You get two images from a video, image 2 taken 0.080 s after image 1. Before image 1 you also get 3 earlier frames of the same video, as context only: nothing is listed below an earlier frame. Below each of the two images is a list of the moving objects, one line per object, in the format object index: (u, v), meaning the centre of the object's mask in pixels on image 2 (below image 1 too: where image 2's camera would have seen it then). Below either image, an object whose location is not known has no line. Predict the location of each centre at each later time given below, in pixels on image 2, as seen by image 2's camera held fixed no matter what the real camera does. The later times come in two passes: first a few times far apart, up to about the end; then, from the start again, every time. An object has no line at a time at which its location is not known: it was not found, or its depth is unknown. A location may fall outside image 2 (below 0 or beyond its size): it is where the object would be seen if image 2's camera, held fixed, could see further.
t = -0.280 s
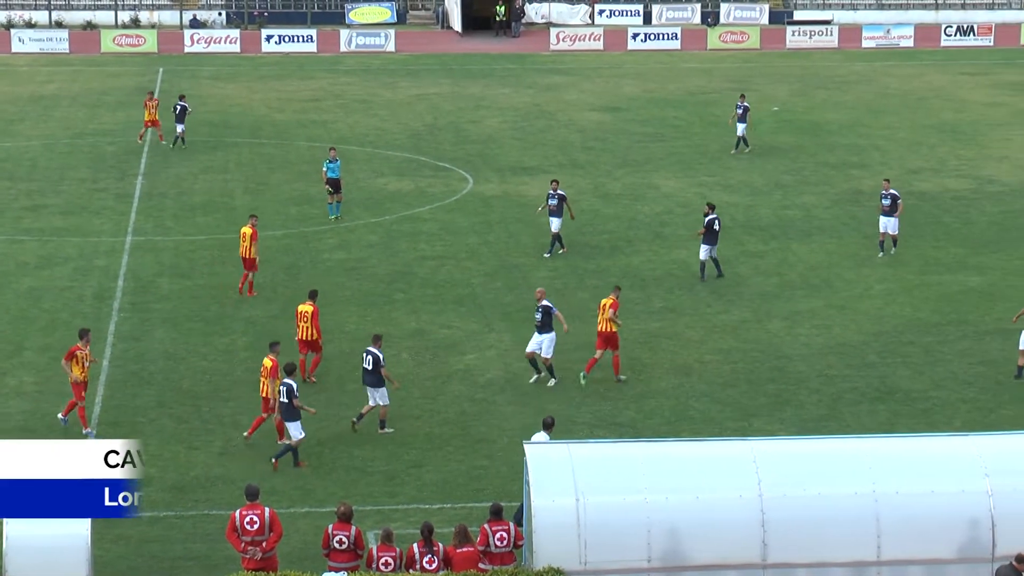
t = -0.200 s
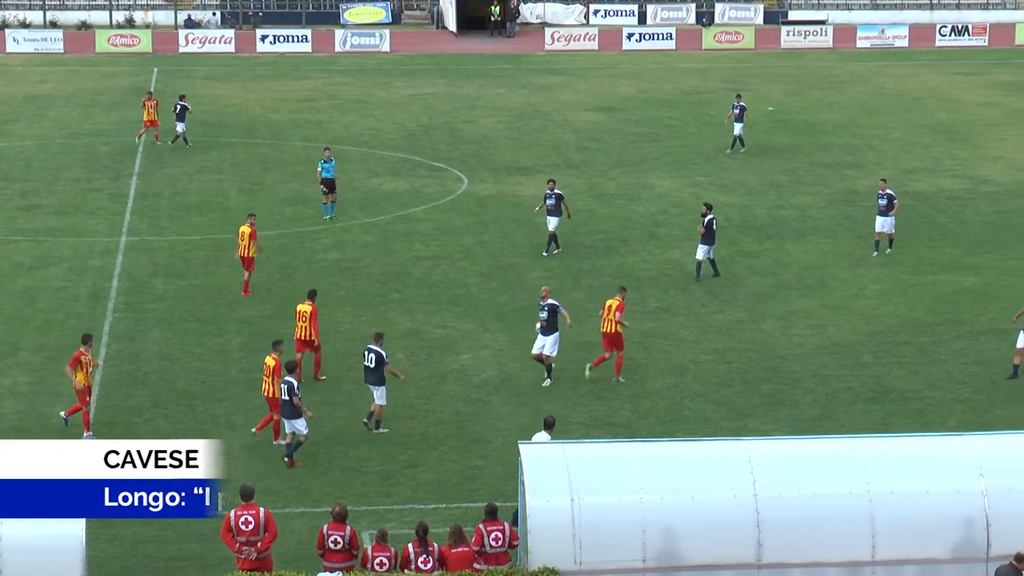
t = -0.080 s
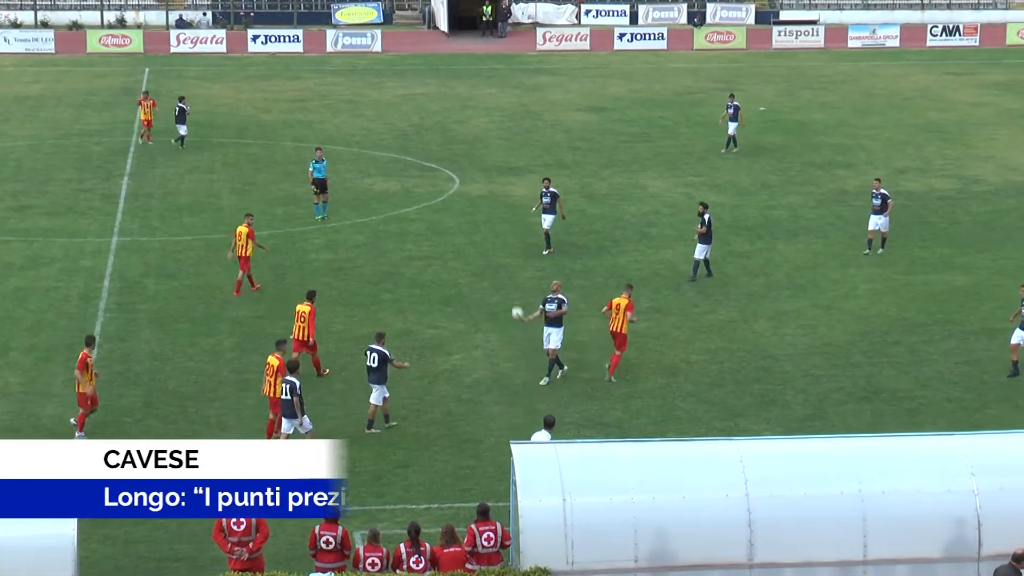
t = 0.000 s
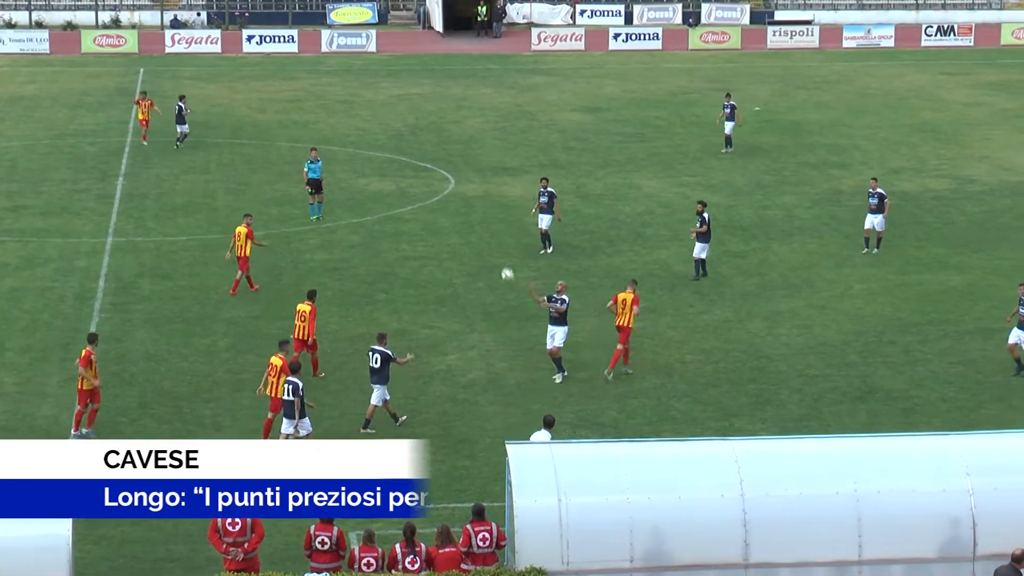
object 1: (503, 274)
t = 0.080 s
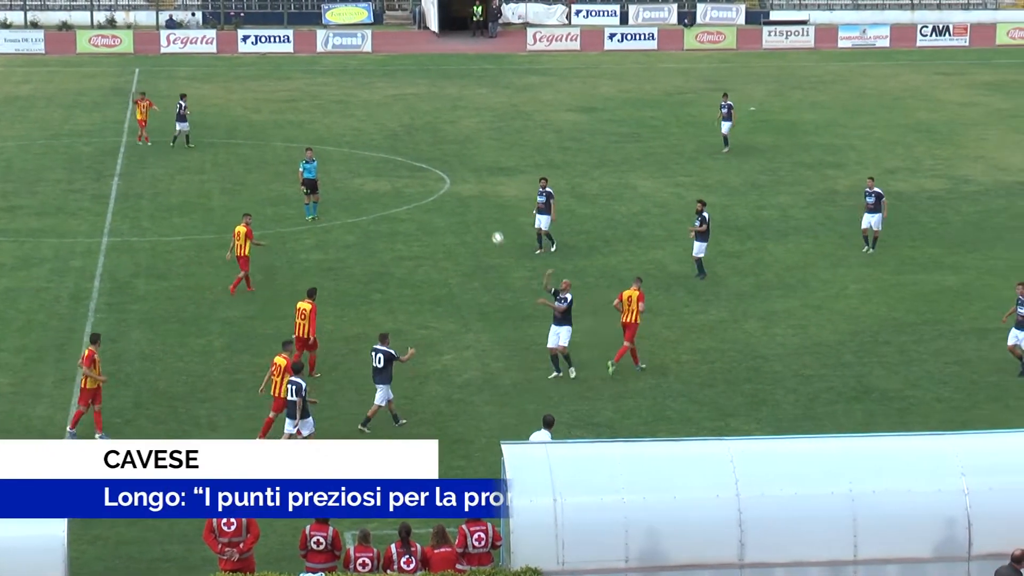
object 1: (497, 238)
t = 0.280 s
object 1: (483, 162)
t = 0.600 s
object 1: (458, 82)
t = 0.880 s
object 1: (438, 60)
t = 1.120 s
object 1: (422, 77)
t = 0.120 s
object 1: (494, 221)
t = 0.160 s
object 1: (492, 205)
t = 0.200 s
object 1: (489, 190)
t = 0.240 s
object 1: (486, 176)
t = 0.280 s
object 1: (483, 162)
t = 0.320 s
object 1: (480, 148)
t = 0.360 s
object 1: (477, 136)
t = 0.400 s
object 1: (474, 126)
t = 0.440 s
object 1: (470, 116)
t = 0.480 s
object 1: (467, 106)
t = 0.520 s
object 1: (464, 97)
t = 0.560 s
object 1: (462, 89)
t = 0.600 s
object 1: (458, 82)
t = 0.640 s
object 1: (456, 77)
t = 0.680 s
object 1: (452, 72)
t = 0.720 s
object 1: (450, 68)
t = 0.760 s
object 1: (446, 64)
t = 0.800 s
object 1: (444, 62)
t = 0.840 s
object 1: (441, 60)
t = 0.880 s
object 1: (438, 60)
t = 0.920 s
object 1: (436, 61)
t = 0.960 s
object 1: (432, 61)
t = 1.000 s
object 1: (430, 64)
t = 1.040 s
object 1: (427, 68)
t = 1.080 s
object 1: (424, 72)
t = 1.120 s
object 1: (422, 77)
